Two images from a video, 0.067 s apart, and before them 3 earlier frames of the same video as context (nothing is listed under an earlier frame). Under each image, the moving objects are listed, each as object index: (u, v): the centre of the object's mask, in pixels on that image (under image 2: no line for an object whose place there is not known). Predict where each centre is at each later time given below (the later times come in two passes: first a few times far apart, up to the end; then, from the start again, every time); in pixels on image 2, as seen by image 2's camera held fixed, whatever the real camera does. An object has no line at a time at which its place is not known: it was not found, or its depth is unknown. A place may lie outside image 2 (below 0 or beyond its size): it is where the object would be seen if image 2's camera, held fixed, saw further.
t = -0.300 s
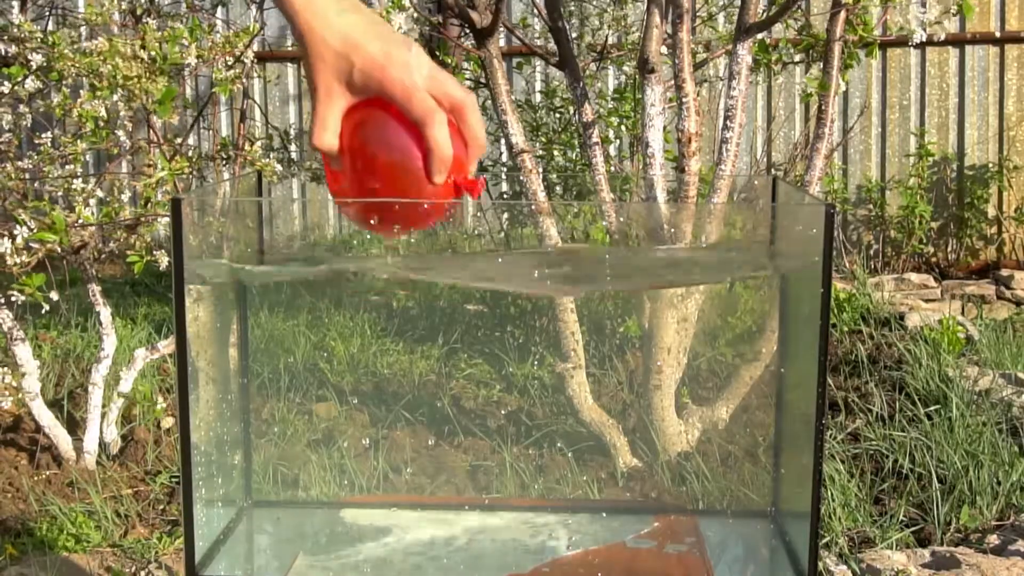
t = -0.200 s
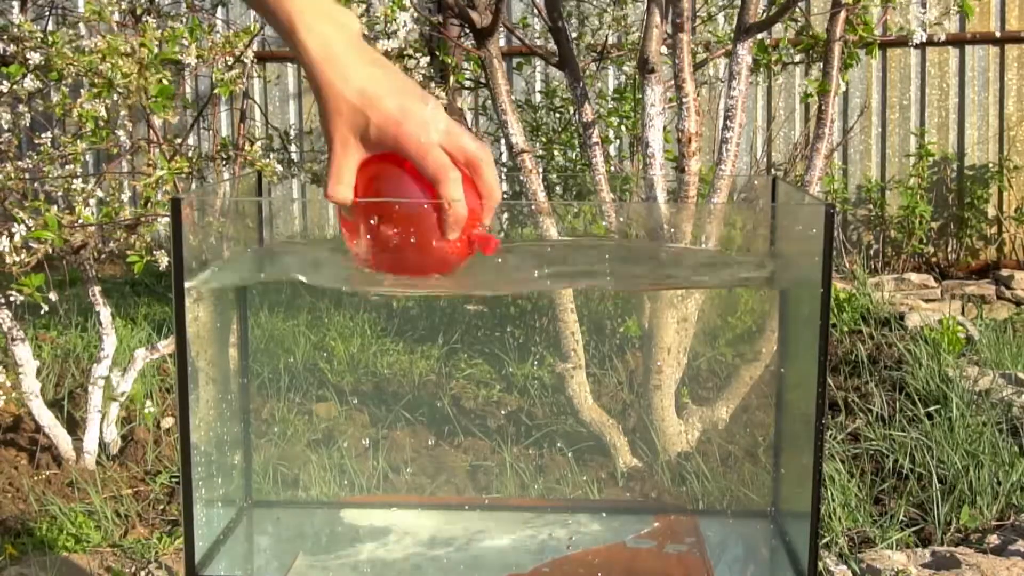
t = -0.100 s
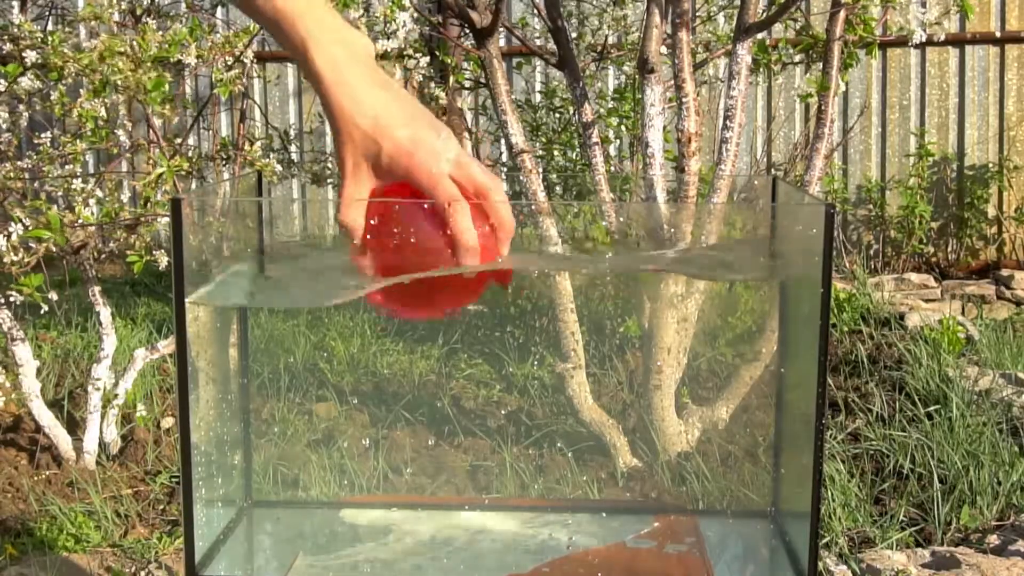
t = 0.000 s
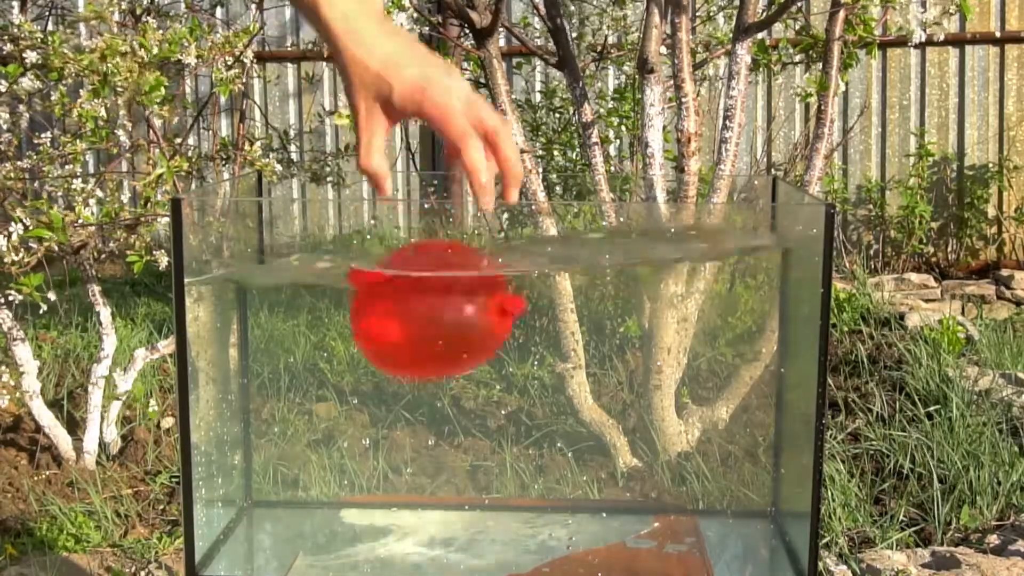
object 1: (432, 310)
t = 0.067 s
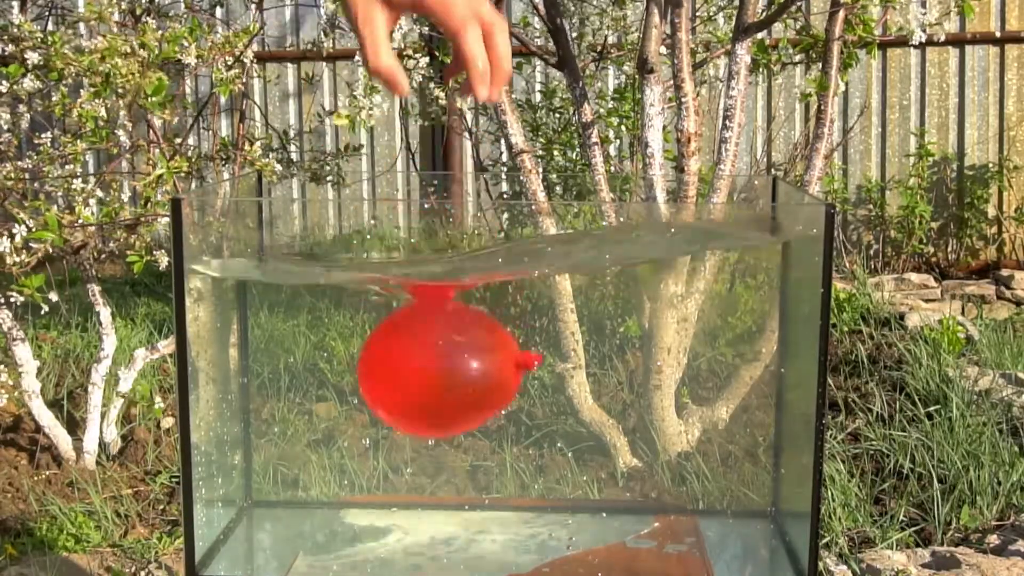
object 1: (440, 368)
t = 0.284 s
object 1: (437, 487)
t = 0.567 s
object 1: (455, 391)
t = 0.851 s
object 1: (432, 288)
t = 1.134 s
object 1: (467, 363)
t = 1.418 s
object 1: (463, 411)
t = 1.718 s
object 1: (484, 439)
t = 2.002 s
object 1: (476, 443)
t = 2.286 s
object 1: (488, 431)
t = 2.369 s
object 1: (482, 420)
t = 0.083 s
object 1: (442, 380)
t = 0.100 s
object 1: (442, 390)
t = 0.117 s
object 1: (443, 400)
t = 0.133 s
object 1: (443, 409)
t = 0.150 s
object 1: (443, 418)
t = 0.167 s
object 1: (443, 427)
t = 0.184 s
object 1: (443, 436)
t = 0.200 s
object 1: (442, 444)
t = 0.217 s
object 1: (441, 453)
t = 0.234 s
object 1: (441, 461)
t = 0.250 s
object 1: (439, 470)
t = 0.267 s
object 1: (438, 479)
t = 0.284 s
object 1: (437, 487)
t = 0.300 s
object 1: (436, 491)
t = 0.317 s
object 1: (436, 493)
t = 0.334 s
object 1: (435, 490)
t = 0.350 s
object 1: (435, 483)
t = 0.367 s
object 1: (436, 474)
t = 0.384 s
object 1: (437, 467)
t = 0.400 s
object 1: (437, 461)
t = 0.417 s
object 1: (439, 454)
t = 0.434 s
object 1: (440, 447)
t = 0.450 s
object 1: (441, 441)
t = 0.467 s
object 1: (444, 434)
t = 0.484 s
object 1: (445, 427)
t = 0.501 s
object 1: (447, 420)
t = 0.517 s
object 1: (450, 412)
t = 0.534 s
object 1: (452, 405)
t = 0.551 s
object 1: (453, 398)
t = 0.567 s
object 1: (455, 391)
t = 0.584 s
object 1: (456, 384)
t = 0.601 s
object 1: (457, 377)
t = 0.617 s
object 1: (456, 370)
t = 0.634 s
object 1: (457, 365)
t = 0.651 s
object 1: (456, 360)
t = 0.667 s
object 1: (456, 356)
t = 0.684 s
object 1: (454, 351)
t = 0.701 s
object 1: (451, 344)
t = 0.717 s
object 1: (449, 337)
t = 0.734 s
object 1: (444, 330)
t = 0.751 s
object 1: (443, 329)
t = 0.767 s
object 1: (443, 328)
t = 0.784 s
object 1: (437, 323)
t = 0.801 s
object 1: (431, 319)
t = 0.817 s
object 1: (428, 316)
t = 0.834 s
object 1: (430, 290)
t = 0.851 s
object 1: (432, 288)
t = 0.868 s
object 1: (433, 287)
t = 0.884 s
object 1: (435, 290)
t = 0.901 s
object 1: (439, 286)
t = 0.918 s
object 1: (443, 294)
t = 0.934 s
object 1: (448, 296)
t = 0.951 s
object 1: (449, 302)
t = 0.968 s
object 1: (451, 308)
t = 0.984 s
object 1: (453, 313)
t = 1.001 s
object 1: (456, 320)
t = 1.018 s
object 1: (455, 321)
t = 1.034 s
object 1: (456, 327)
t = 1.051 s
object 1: (458, 332)
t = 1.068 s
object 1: (463, 346)
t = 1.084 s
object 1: (464, 351)
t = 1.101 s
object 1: (466, 356)
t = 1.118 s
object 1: (467, 361)
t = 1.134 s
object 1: (467, 363)
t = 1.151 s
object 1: (469, 368)
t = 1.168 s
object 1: (470, 372)
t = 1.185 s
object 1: (470, 375)
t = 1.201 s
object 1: (470, 377)
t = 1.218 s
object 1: (470, 380)
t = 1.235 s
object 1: (470, 383)
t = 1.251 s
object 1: (470, 386)
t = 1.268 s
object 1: (469, 389)
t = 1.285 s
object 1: (468, 391)
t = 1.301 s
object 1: (466, 393)
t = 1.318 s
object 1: (465, 395)
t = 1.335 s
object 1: (464, 397)
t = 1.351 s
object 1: (463, 401)
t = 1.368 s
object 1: (462, 403)
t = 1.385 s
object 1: (462, 405)
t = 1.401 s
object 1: (463, 408)
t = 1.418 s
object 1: (463, 411)
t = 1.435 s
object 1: (463, 413)
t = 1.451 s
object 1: (465, 416)
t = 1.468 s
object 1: (466, 418)
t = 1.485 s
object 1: (468, 421)
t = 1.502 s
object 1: (469, 423)
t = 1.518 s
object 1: (471, 425)
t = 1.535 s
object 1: (473, 426)
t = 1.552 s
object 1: (475, 428)
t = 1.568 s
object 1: (477, 430)
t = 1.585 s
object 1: (479, 431)
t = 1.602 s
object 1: (481, 432)
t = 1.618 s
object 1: (481, 432)
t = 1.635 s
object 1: (483, 433)
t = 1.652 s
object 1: (484, 434)
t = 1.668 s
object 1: (484, 435)
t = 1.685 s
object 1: (485, 436)
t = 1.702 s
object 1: (484, 437)
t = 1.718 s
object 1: (484, 439)
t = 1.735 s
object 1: (484, 440)
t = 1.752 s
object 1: (482, 441)
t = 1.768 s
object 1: (482, 442)
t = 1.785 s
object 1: (481, 443)
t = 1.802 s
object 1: (480, 443)
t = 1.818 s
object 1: (479, 444)
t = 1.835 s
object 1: (477, 444)
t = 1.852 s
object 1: (476, 445)
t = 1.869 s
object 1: (475, 445)
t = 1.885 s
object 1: (475, 444)
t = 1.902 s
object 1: (475, 445)
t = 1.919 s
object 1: (475, 444)
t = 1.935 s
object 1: (474, 444)
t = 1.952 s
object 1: (475, 444)
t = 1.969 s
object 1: (475, 444)
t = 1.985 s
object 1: (475, 444)
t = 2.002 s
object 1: (476, 443)
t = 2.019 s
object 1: (478, 443)
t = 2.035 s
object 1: (480, 442)
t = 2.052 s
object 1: (481, 442)
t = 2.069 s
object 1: (482, 442)
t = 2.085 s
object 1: (484, 441)
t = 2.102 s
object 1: (485, 441)
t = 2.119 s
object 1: (486, 441)
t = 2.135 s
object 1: (487, 441)
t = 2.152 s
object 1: (488, 440)
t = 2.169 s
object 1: (489, 439)
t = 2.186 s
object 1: (489, 439)
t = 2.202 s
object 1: (490, 438)
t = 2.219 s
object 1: (490, 436)
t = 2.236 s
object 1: (489, 434)
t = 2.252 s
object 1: (489, 433)
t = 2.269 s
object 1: (488, 432)
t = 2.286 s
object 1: (488, 431)
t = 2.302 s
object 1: (487, 428)
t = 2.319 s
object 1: (486, 426)
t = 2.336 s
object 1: (485, 424)
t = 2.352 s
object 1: (484, 422)
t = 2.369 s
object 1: (482, 420)
